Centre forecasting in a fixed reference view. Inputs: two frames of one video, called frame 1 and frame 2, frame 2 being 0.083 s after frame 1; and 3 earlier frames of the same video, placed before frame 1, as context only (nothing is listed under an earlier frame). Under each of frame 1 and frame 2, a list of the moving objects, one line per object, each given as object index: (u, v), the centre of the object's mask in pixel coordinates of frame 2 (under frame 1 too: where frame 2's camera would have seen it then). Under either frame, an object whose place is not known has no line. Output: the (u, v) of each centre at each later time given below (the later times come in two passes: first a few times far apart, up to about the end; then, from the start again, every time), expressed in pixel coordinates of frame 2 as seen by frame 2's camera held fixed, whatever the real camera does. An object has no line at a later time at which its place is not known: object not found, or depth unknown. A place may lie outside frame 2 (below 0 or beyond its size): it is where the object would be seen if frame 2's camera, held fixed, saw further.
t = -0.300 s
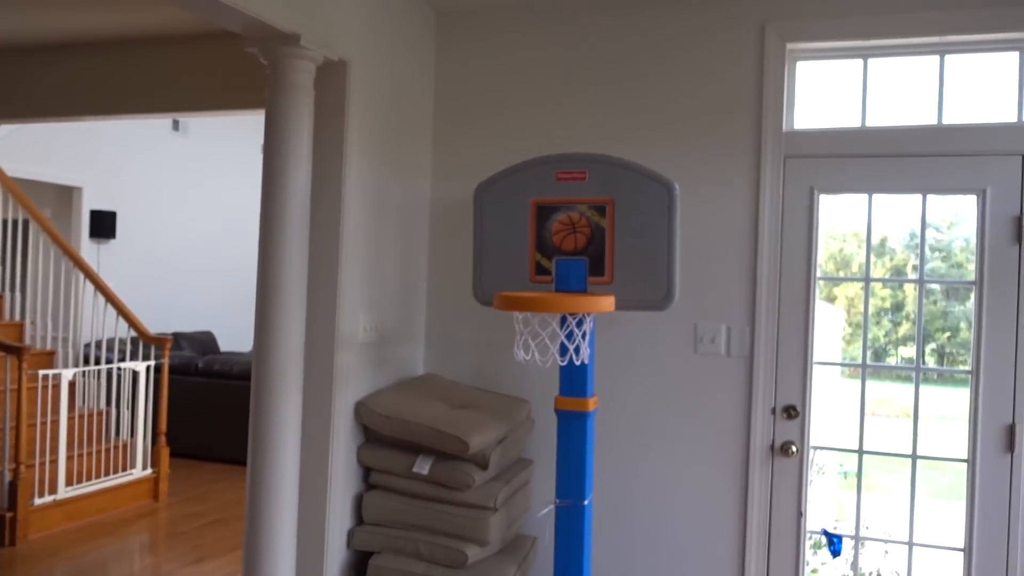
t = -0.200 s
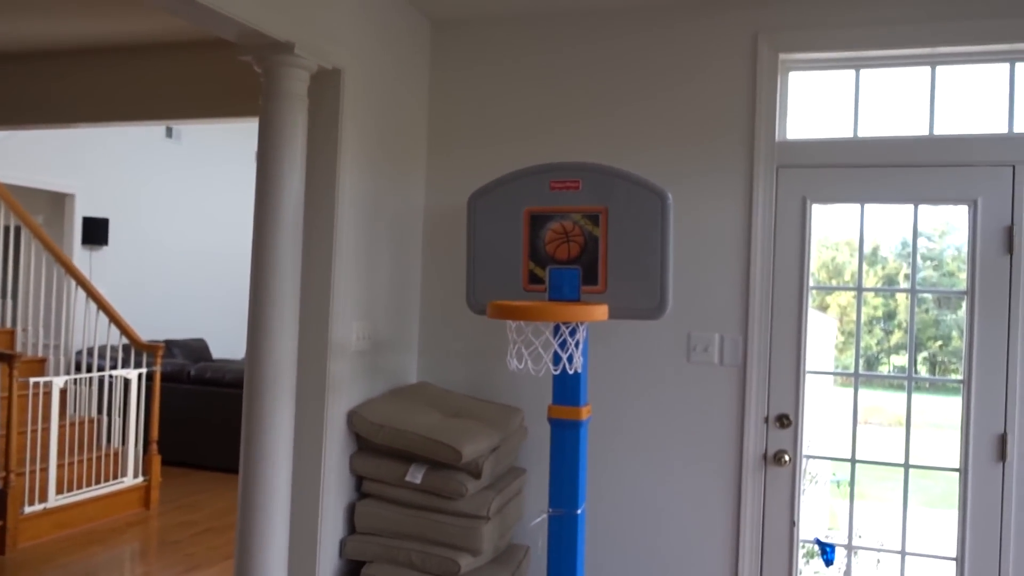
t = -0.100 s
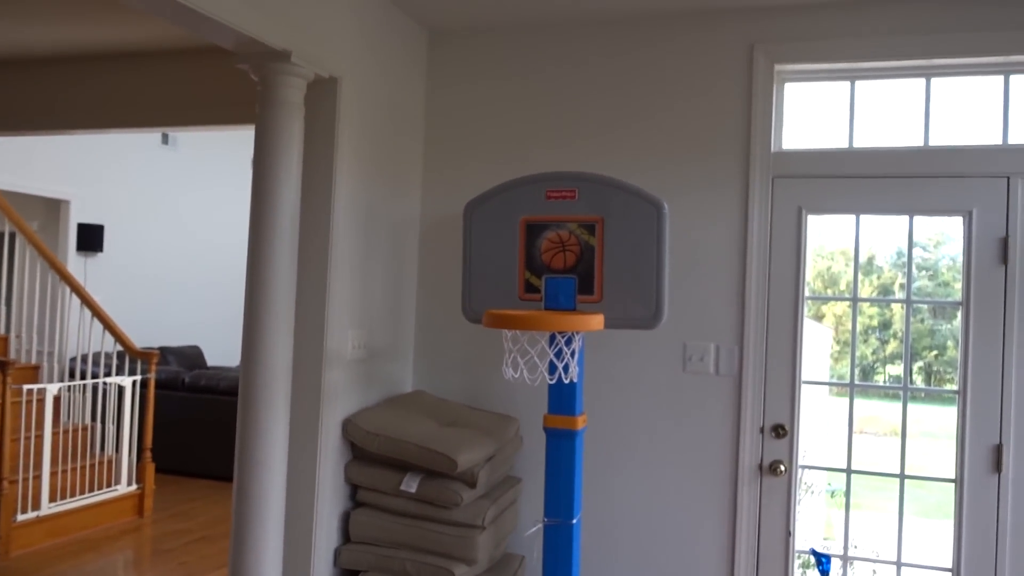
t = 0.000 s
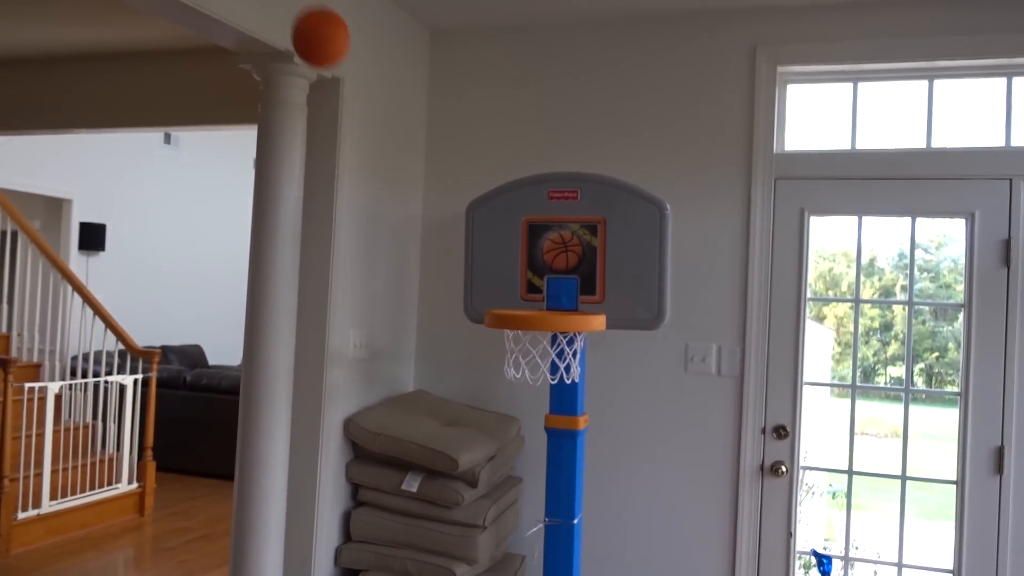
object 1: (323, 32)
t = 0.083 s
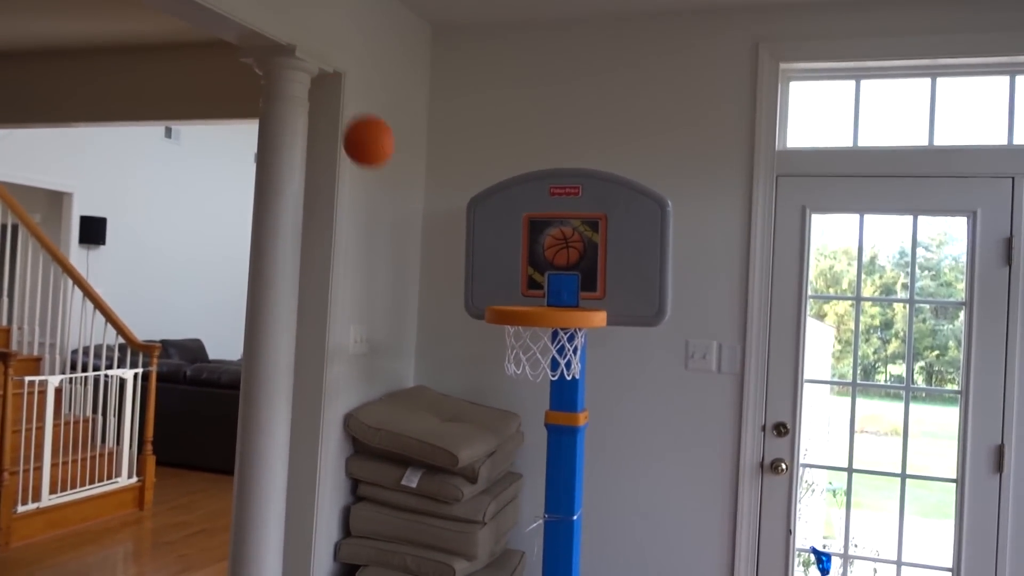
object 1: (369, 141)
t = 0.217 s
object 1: (417, 310)
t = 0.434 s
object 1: (438, 452)
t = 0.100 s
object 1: (376, 162)
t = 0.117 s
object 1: (384, 184)
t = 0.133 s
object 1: (390, 205)
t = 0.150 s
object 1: (397, 227)
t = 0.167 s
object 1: (402, 247)
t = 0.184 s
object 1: (407, 269)
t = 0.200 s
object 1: (413, 289)
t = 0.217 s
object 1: (417, 310)
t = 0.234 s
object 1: (422, 331)
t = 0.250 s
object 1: (426, 352)
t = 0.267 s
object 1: (430, 373)
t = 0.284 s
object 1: (433, 394)
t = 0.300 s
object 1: (436, 414)
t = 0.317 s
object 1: (439, 435)
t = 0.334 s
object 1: (440, 447)
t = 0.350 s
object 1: (440, 452)
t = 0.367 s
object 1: (439, 454)
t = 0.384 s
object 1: (439, 454)
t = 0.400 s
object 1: (439, 453)
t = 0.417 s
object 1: (438, 452)
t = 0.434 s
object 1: (438, 452)
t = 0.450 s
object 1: (438, 452)
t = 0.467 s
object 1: (437, 453)
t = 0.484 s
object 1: (436, 455)
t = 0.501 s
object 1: (436, 458)
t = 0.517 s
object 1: (435, 461)
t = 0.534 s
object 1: (435, 466)
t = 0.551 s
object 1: (433, 472)
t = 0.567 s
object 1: (432, 478)
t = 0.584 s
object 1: (431, 486)
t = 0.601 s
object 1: (430, 494)
